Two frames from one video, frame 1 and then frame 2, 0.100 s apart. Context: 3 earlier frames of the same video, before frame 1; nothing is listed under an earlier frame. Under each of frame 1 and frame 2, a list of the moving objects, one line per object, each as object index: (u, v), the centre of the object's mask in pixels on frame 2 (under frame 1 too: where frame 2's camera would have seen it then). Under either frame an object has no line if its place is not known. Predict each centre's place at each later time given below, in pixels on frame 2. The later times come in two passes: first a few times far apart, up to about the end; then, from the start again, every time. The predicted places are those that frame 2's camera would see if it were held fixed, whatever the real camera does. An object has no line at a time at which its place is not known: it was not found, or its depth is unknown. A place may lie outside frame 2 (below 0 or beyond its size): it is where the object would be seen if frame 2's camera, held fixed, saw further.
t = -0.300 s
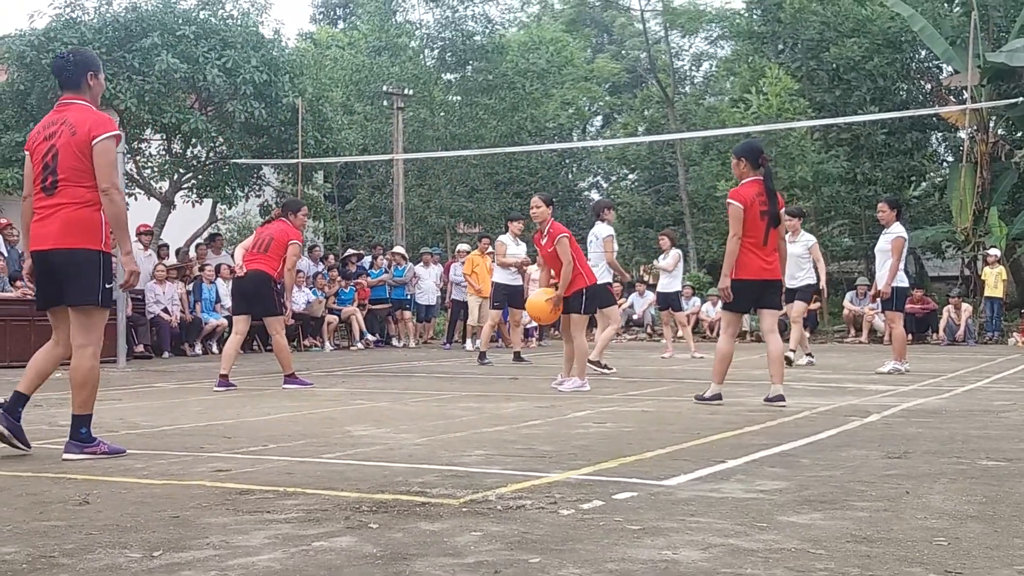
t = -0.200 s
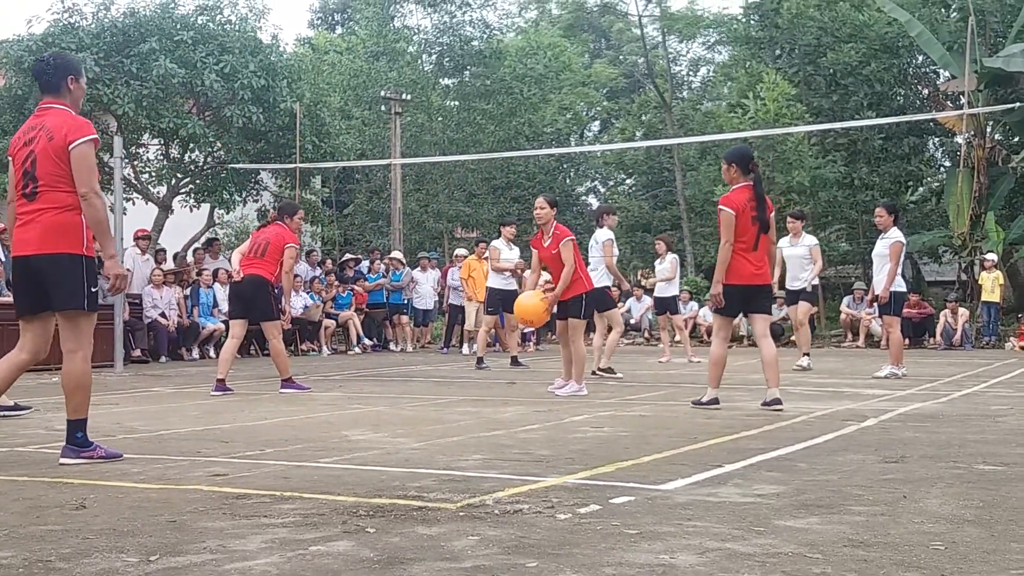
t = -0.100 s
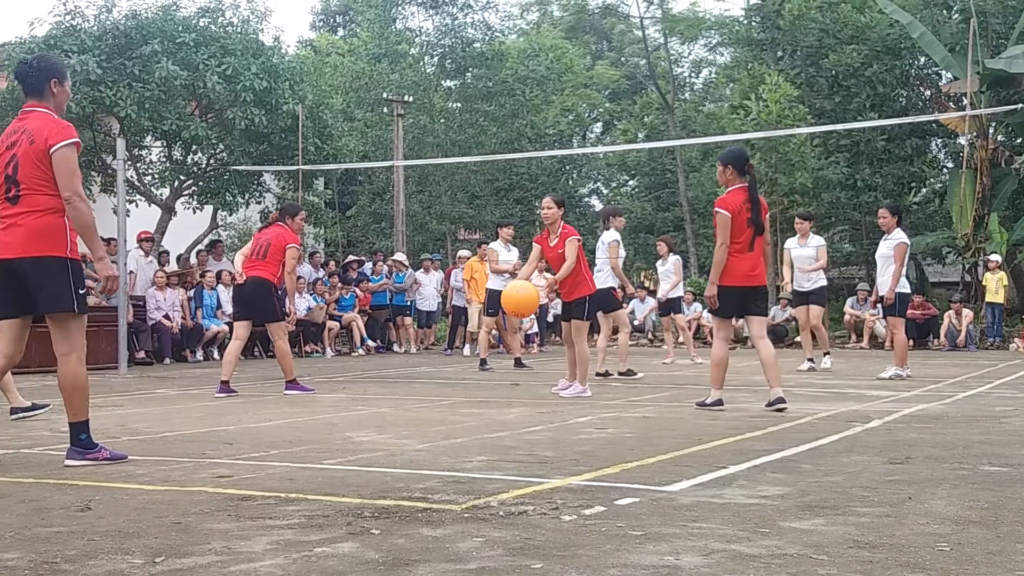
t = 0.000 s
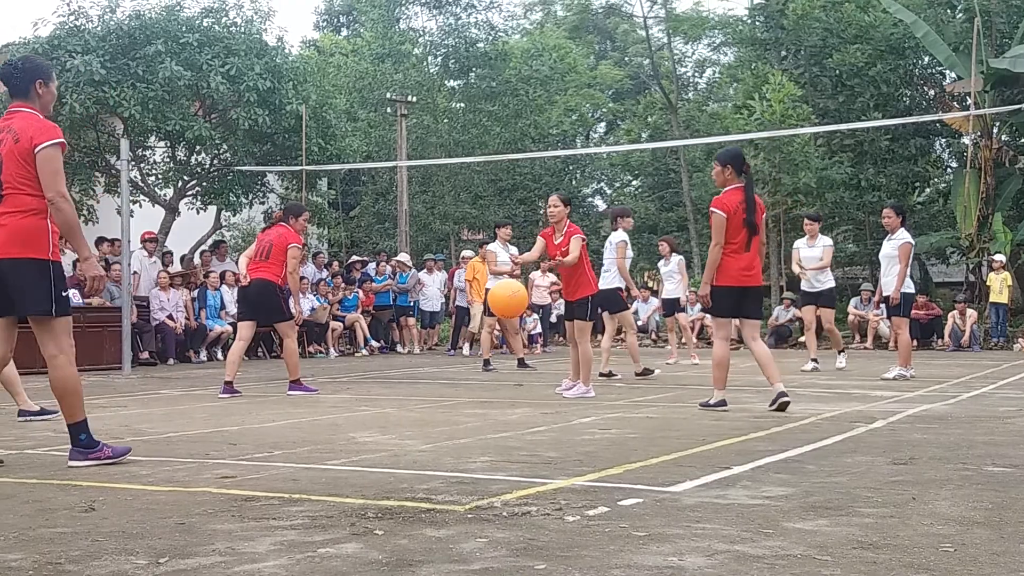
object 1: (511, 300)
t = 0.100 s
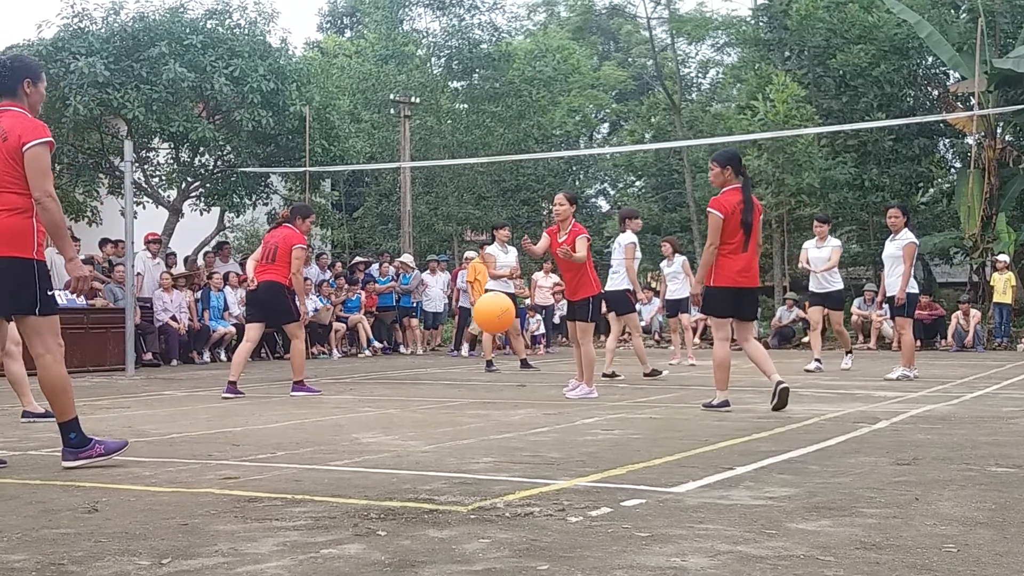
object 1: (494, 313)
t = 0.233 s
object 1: (471, 356)
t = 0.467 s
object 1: (433, 336)
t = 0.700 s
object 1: (393, 305)
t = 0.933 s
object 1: (350, 372)
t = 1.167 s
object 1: (302, 343)
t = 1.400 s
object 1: (247, 331)
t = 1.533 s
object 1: (212, 375)
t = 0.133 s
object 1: (488, 321)
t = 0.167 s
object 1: (483, 330)
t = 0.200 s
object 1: (477, 342)
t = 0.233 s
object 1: (471, 356)
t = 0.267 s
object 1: (464, 371)
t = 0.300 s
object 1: (458, 389)
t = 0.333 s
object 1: (453, 387)
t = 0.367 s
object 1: (448, 372)
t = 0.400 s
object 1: (443, 358)
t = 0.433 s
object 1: (438, 346)
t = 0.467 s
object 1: (433, 336)
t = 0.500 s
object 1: (427, 326)
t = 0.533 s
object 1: (422, 319)
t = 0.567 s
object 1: (416, 312)
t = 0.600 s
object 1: (411, 308)
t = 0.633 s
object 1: (405, 305)
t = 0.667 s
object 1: (399, 304)
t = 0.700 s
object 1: (393, 305)
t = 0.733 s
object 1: (387, 309)
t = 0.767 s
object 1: (381, 314)
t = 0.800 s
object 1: (375, 321)
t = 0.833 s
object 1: (369, 331)
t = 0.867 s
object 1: (363, 343)
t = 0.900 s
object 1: (356, 356)
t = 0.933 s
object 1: (350, 372)
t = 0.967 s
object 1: (344, 391)
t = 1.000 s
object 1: (337, 411)
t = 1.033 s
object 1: (331, 396)
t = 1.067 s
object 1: (324, 380)
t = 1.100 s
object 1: (316, 365)
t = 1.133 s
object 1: (309, 353)
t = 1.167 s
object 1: (302, 343)
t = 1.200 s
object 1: (294, 335)
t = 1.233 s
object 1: (286, 329)
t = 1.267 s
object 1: (279, 325)
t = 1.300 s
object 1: (271, 323)
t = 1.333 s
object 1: (262, 324)
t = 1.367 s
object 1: (255, 327)
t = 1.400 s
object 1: (247, 331)
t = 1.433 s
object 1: (238, 338)
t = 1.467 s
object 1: (230, 348)
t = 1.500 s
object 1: (221, 360)
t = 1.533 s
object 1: (212, 375)
